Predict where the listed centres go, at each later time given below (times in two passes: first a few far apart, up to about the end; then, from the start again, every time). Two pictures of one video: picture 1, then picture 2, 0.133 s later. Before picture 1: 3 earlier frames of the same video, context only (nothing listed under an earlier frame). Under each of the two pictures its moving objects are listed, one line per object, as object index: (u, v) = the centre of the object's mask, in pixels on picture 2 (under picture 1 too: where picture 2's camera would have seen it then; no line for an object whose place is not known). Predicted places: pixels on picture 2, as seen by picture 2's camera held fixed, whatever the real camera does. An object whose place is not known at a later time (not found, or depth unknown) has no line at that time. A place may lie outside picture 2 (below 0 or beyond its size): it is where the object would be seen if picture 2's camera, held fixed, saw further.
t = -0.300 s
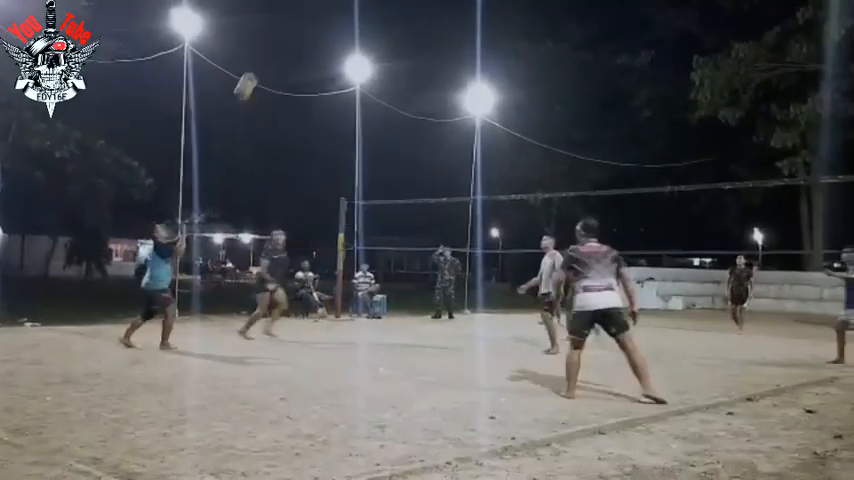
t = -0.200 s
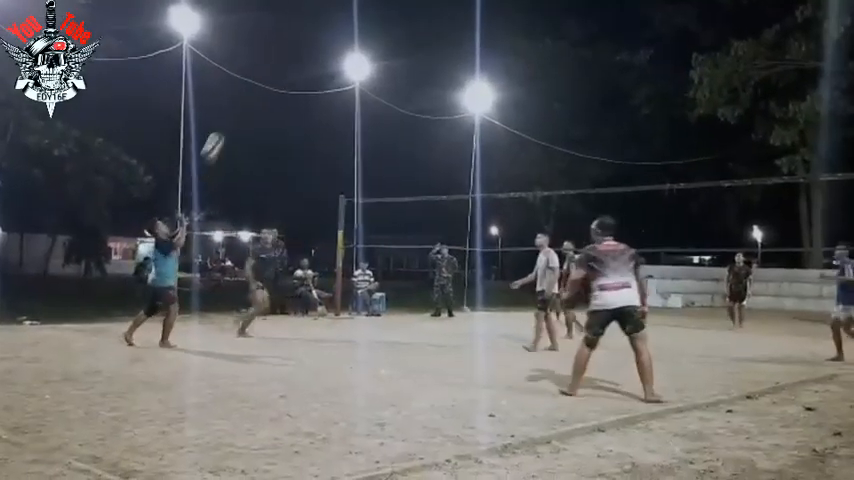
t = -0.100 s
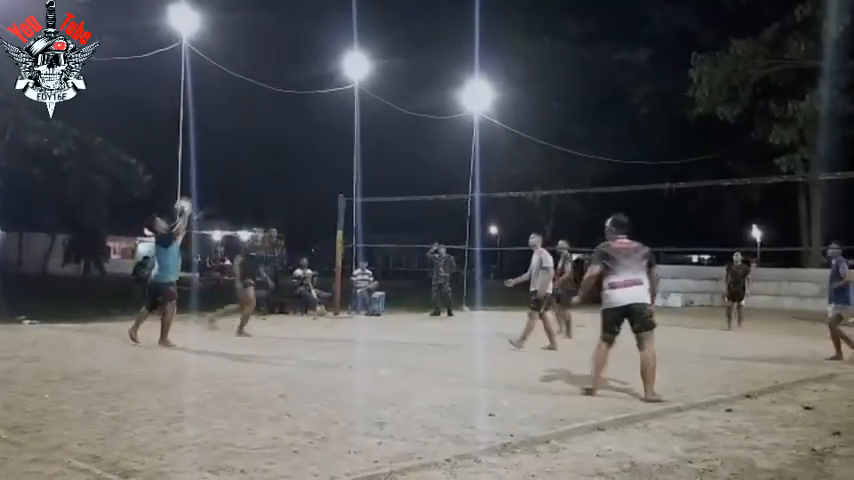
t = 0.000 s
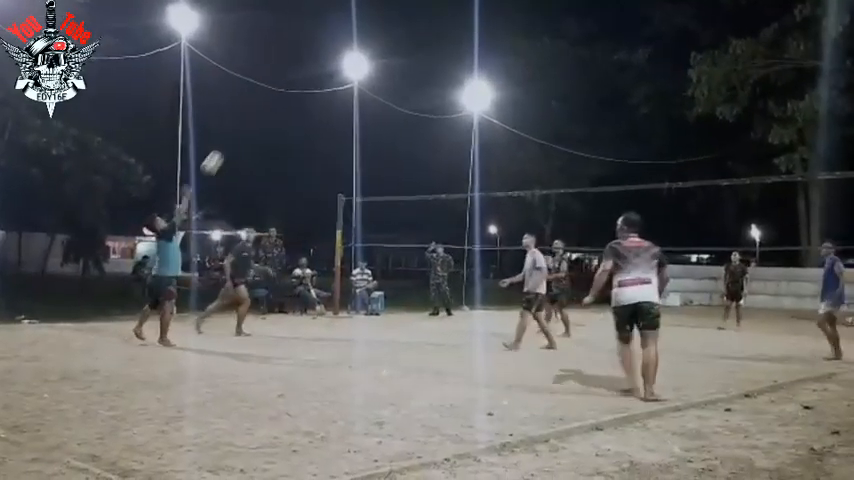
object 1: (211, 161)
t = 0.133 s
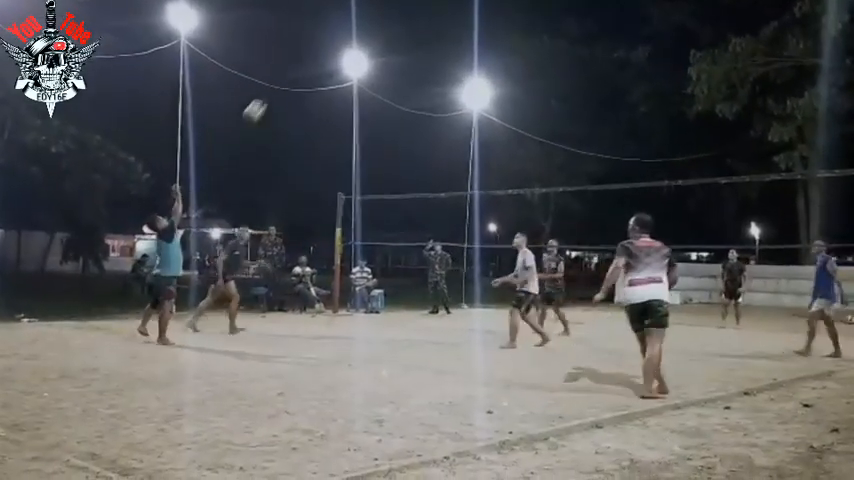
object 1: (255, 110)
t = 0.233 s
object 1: (286, 82)
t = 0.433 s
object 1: (342, 47)
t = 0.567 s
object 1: (381, 42)
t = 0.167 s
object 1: (266, 99)
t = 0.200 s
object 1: (276, 91)
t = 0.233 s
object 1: (286, 82)
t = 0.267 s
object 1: (297, 74)
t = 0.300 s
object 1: (306, 67)
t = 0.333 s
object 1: (315, 62)
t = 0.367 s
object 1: (325, 55)
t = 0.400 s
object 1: (334, 51)
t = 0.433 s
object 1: (342, 47)
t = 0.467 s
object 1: (353, 44)
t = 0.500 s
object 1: (363, 43)
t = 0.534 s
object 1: (371, 43)
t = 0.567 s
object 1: (381, 42)
